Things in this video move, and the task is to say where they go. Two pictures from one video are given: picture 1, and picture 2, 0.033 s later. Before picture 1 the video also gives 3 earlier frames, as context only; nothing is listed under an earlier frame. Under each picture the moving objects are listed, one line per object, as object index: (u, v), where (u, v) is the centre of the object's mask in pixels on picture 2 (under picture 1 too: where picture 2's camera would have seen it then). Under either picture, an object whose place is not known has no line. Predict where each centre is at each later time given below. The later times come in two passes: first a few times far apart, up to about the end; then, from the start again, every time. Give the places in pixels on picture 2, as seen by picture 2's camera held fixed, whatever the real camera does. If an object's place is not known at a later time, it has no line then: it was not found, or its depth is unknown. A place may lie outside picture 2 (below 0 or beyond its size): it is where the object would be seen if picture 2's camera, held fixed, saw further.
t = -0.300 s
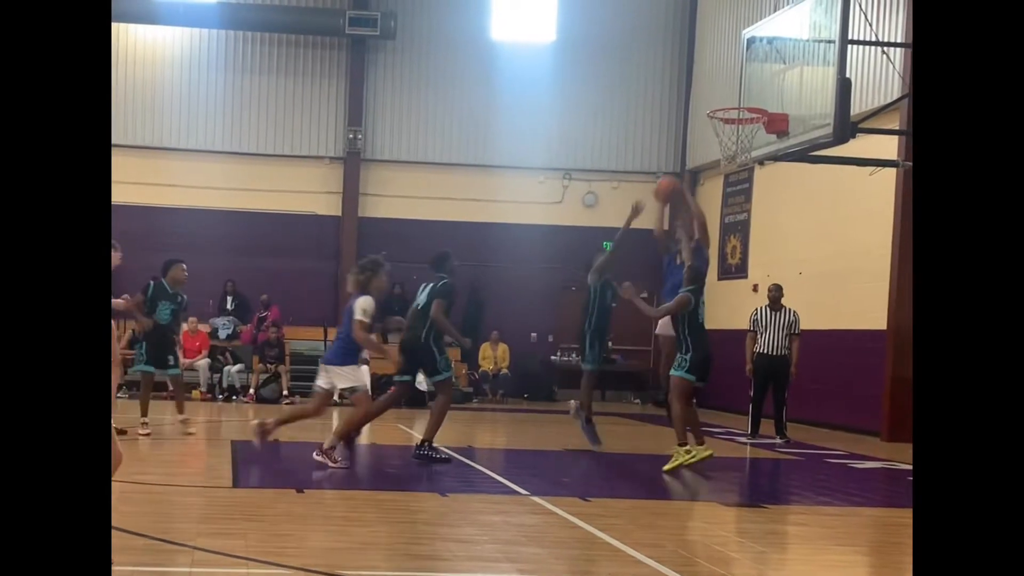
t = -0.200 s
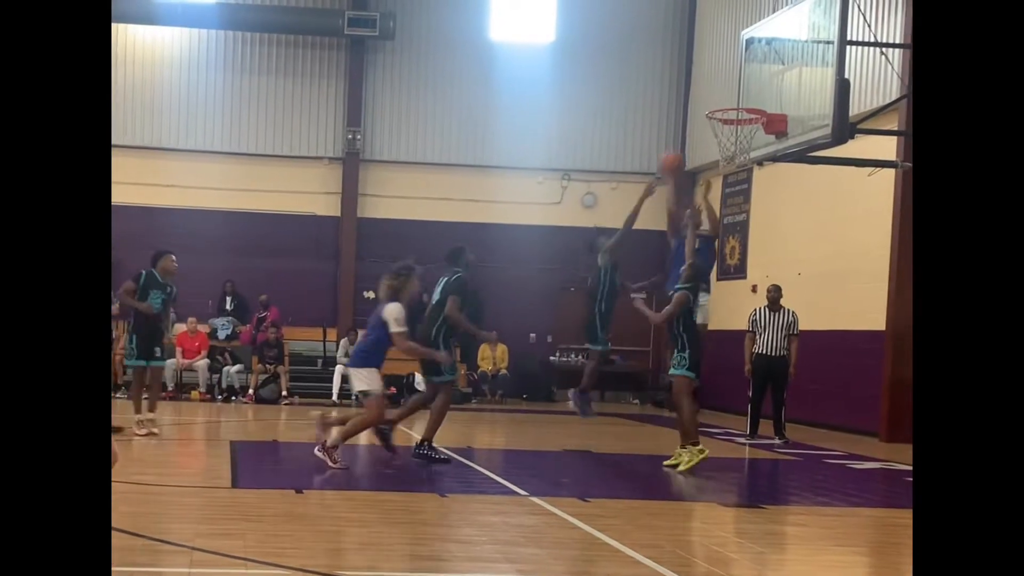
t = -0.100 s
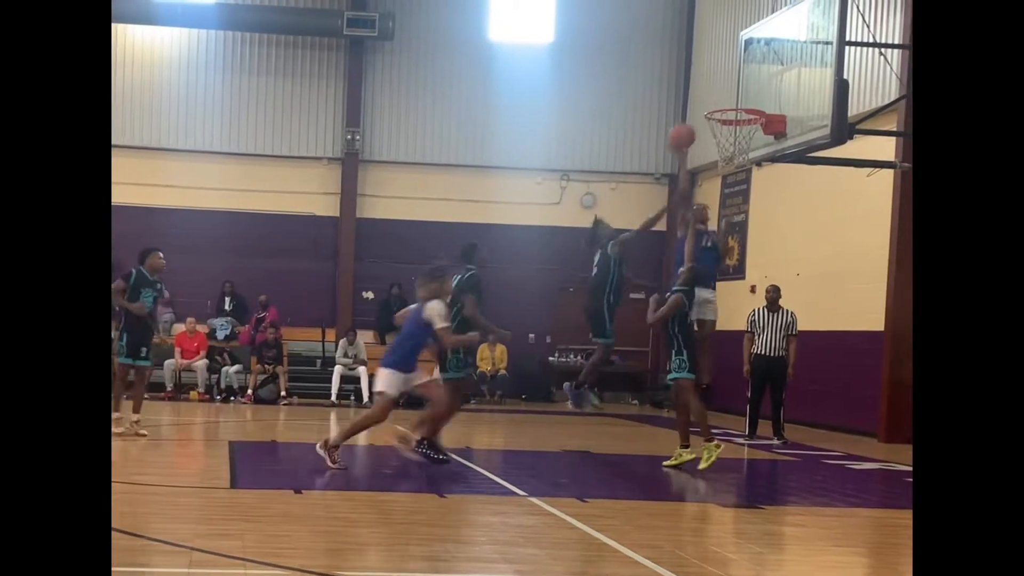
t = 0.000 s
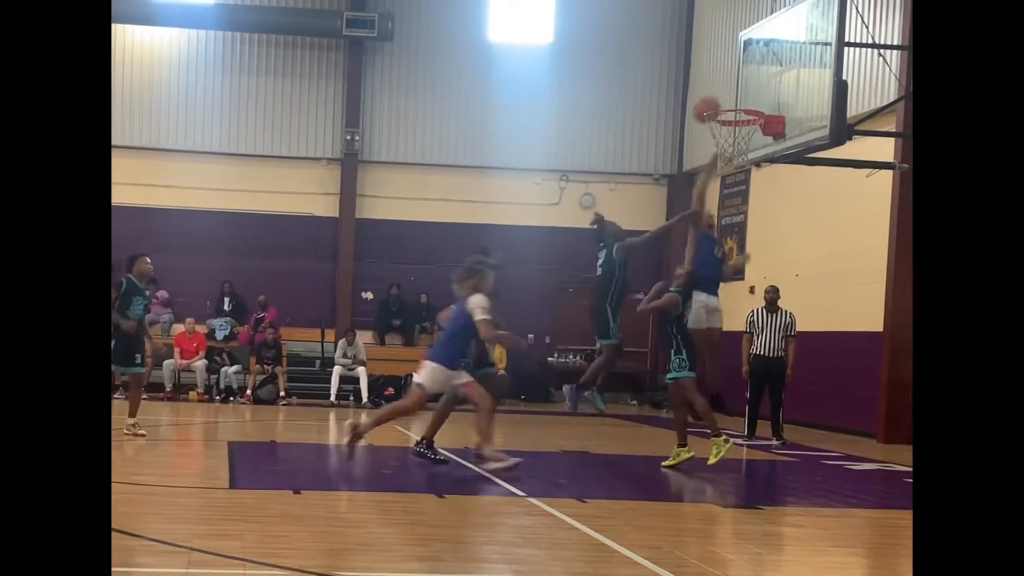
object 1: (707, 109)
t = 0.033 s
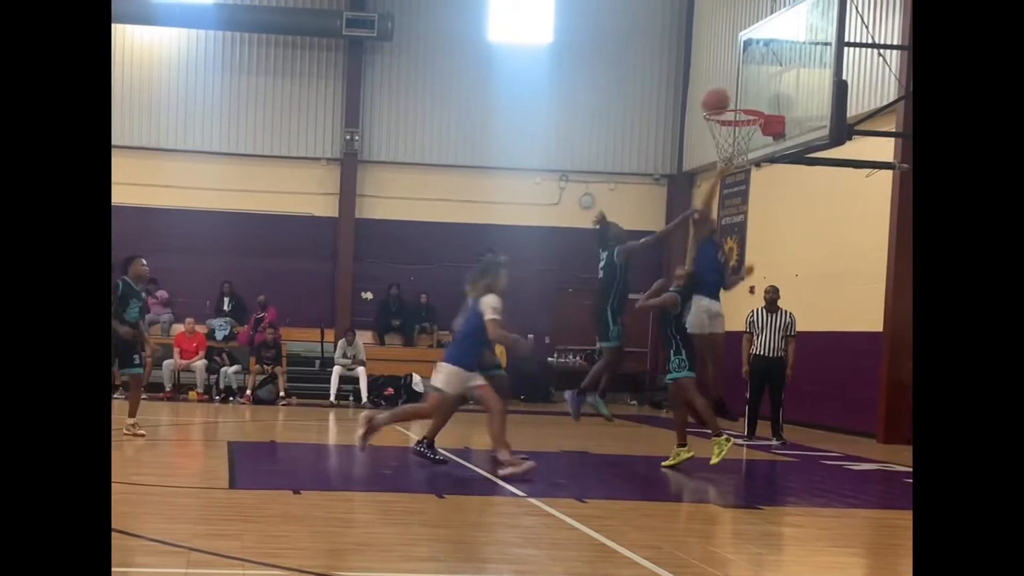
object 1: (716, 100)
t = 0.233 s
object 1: (754, 88)
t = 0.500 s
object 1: (714, 133)
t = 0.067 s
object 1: (724, 96)
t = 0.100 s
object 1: (734, 91)
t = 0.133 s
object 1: (743, 88)
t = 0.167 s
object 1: (753, 85)
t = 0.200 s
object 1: (755, 85)
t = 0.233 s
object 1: (754, 88)
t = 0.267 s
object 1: (753, 91)
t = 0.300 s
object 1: (752, 96)
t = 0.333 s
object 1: (750, 101)
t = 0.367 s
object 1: (748, 108)
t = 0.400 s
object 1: (739, 115)
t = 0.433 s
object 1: (728, 123)
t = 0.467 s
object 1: (719, 129)
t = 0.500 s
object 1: (714, 133)
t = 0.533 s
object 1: (711, 135)
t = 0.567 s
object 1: (710, 137)
